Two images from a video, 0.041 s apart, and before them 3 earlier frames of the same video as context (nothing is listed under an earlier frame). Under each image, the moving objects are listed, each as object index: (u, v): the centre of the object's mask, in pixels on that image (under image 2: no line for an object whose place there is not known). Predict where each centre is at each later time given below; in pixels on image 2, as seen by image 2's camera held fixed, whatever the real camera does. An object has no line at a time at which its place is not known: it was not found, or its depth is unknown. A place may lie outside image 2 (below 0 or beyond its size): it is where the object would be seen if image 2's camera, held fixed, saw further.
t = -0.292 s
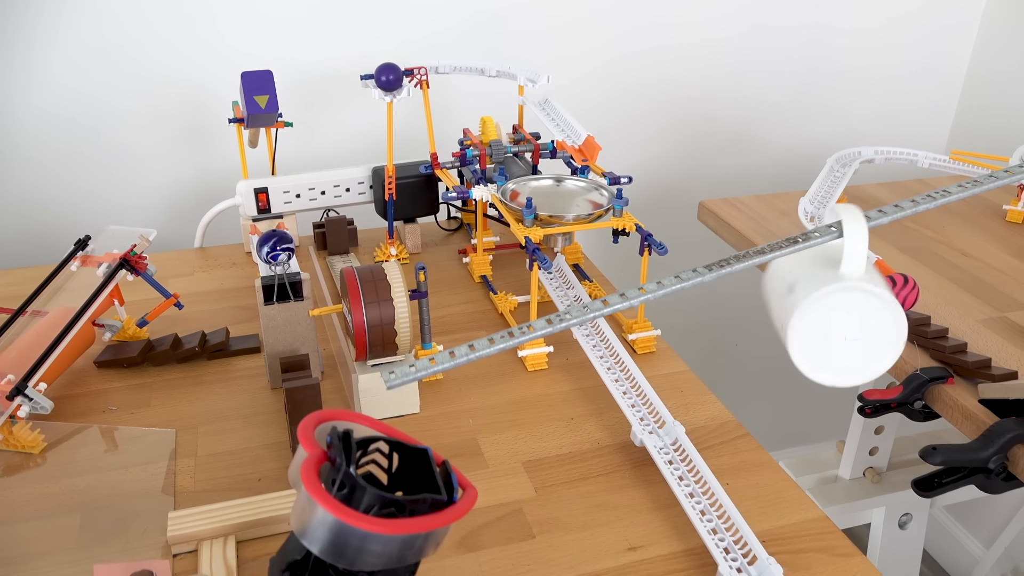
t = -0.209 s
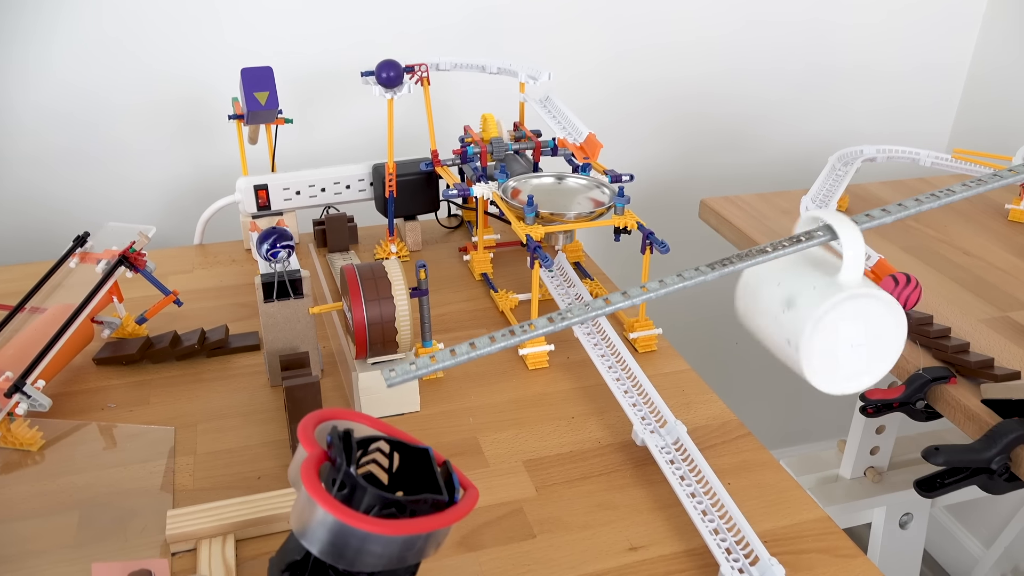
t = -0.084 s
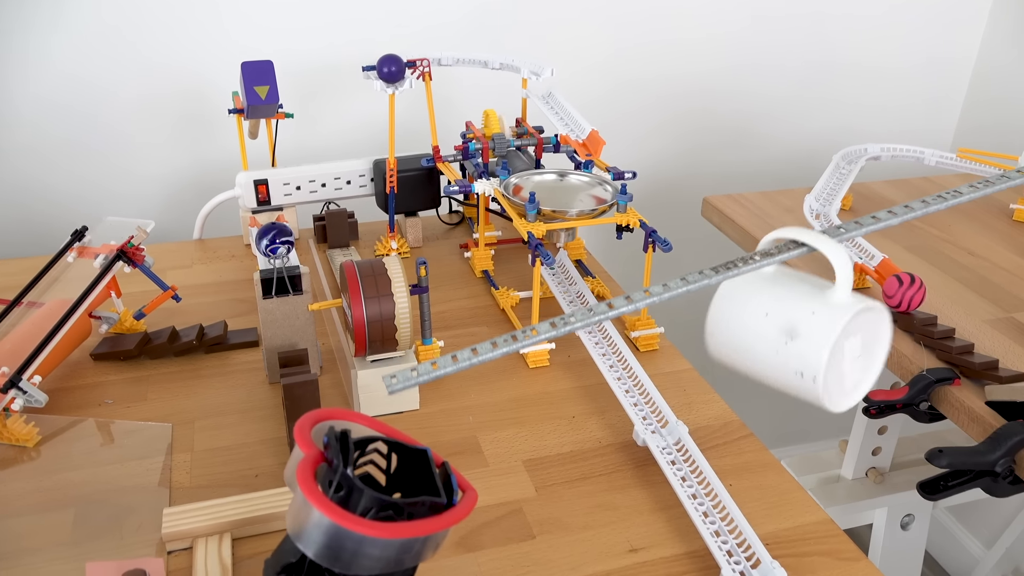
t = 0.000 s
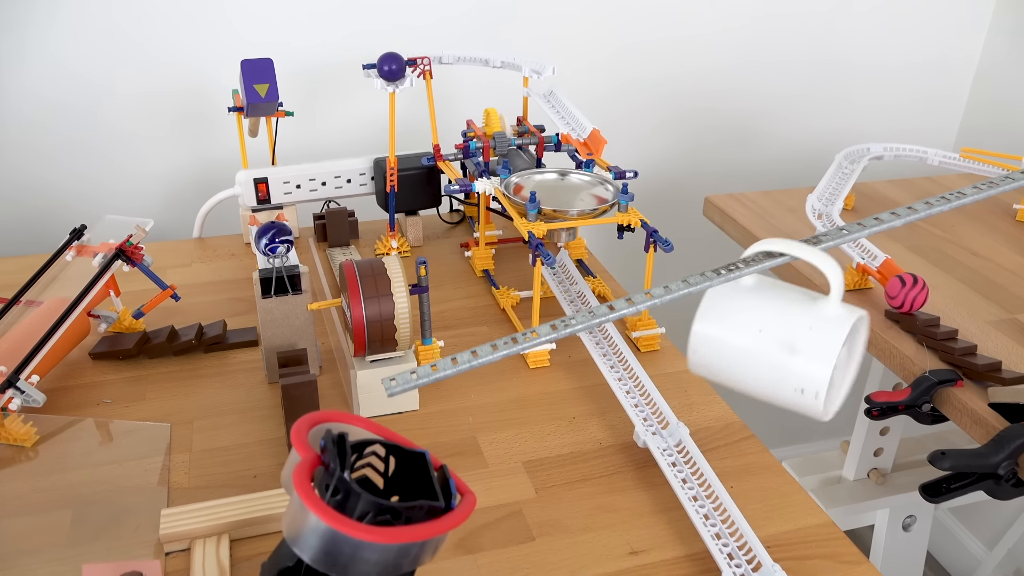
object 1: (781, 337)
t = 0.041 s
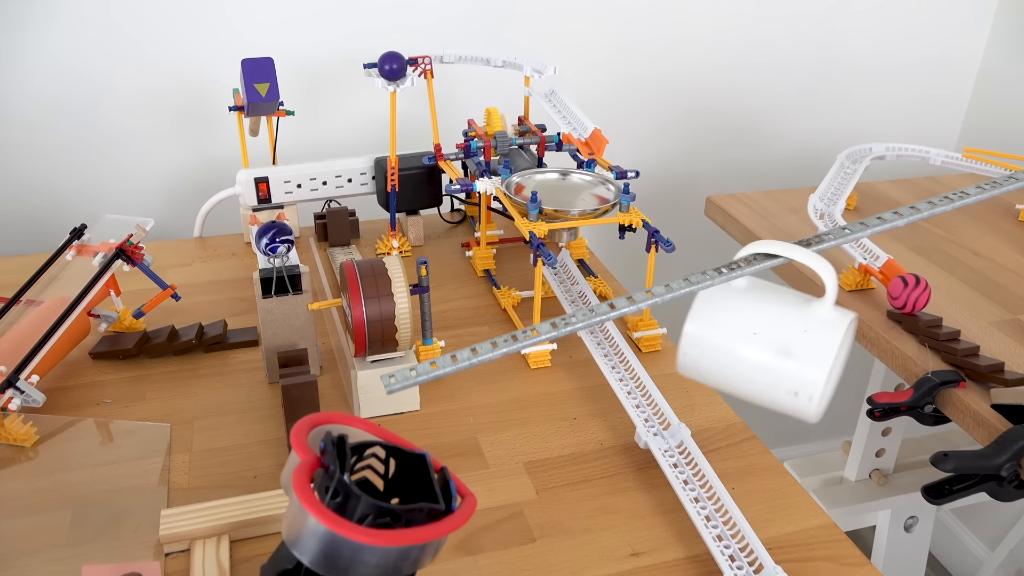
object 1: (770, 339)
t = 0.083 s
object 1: (755, 338)
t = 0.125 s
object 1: (740, 340)
